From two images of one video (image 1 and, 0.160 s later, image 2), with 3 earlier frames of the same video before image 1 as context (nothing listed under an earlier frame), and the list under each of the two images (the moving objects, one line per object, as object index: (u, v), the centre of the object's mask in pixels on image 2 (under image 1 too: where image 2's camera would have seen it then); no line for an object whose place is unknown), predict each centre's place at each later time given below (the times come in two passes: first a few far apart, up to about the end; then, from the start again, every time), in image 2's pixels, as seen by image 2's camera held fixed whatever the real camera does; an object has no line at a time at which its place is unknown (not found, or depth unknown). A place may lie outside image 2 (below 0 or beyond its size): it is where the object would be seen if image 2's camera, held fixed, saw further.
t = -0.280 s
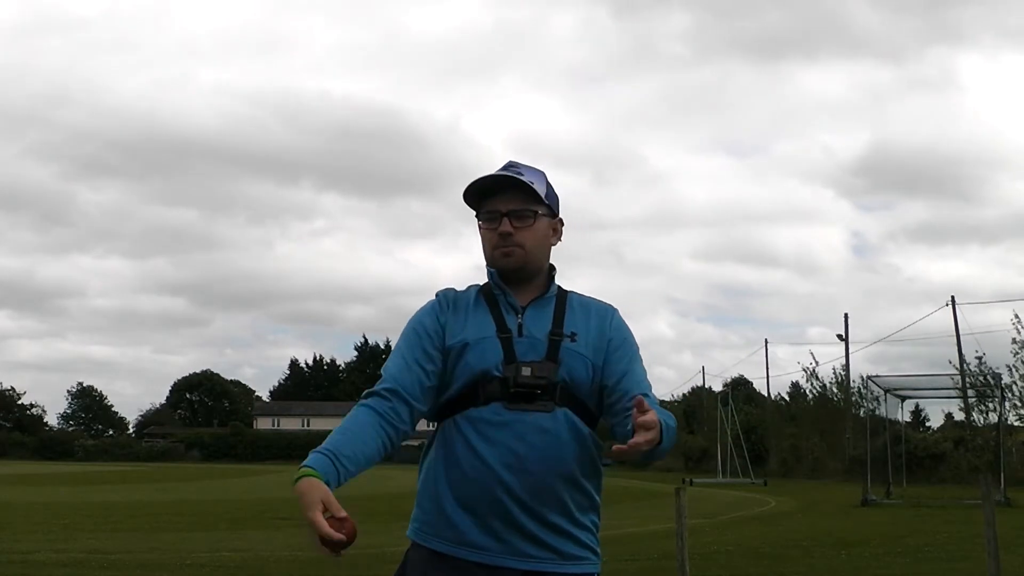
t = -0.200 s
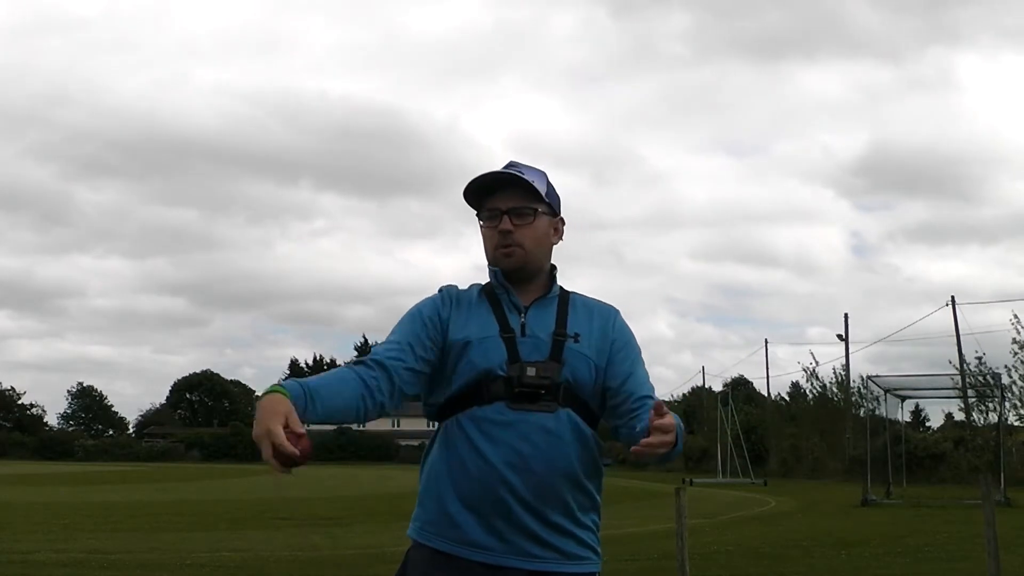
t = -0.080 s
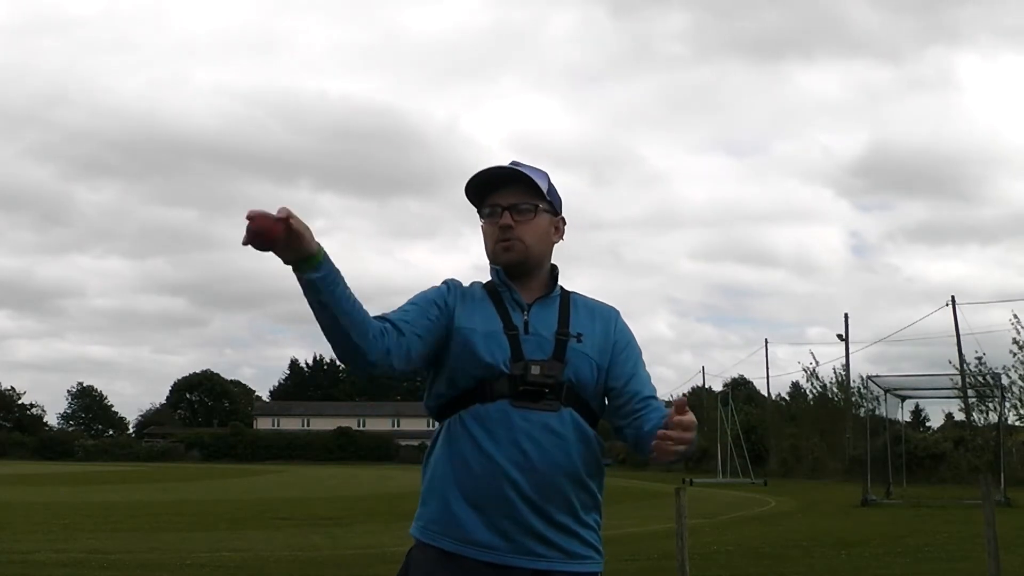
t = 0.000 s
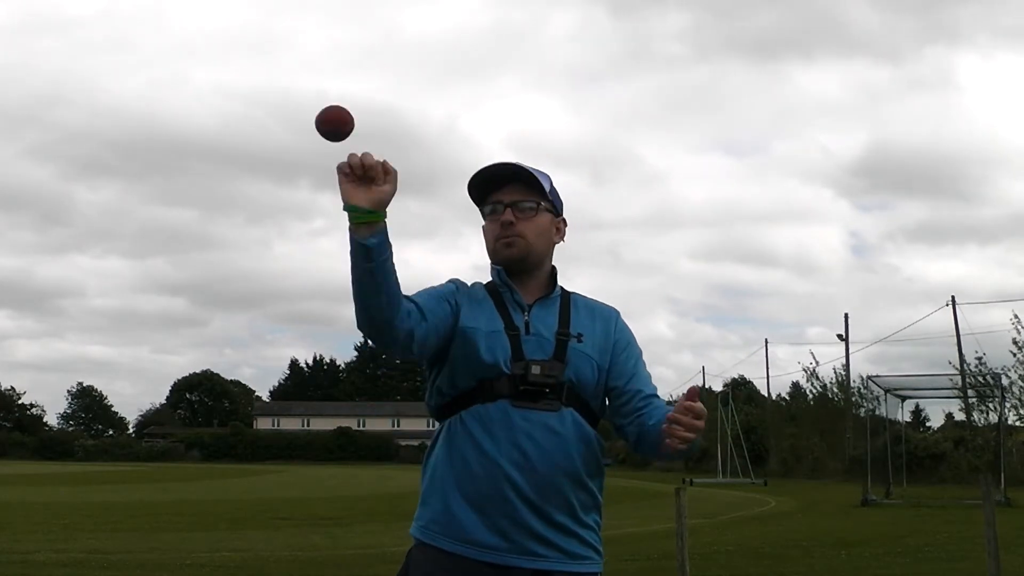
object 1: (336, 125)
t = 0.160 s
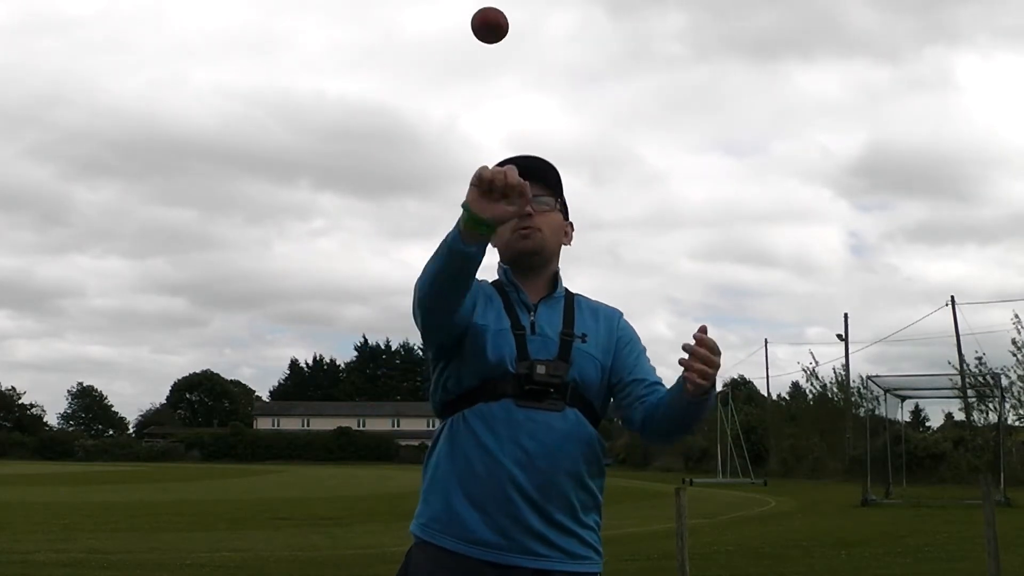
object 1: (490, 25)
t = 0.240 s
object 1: (564, 25)
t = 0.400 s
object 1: (709, 121)
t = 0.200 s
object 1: (527, 21)
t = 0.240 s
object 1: (564, 25)
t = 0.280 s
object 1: (600, 37)
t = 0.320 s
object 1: (636, 56)
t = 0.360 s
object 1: (672, 85)
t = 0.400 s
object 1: (709, 121)
